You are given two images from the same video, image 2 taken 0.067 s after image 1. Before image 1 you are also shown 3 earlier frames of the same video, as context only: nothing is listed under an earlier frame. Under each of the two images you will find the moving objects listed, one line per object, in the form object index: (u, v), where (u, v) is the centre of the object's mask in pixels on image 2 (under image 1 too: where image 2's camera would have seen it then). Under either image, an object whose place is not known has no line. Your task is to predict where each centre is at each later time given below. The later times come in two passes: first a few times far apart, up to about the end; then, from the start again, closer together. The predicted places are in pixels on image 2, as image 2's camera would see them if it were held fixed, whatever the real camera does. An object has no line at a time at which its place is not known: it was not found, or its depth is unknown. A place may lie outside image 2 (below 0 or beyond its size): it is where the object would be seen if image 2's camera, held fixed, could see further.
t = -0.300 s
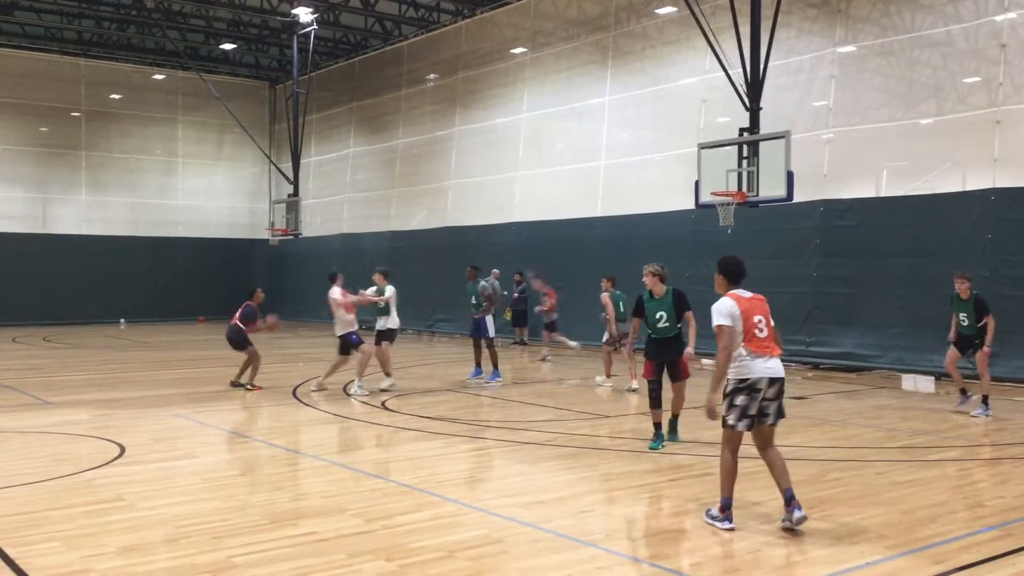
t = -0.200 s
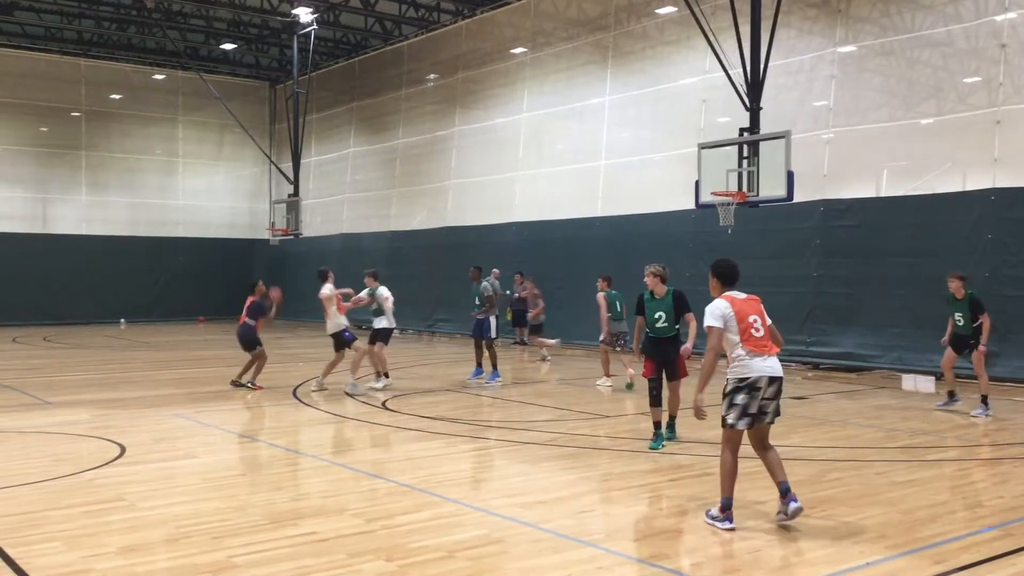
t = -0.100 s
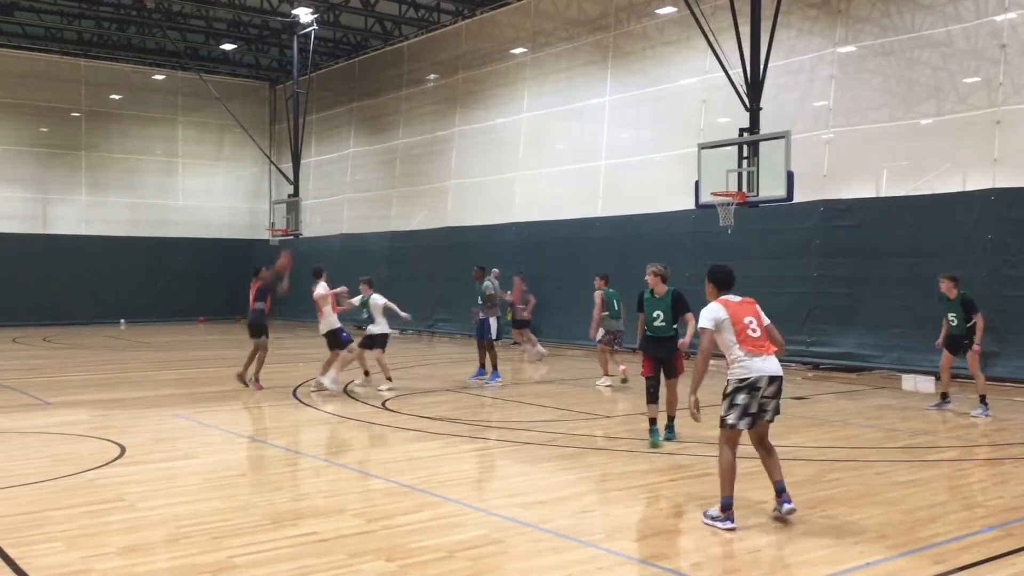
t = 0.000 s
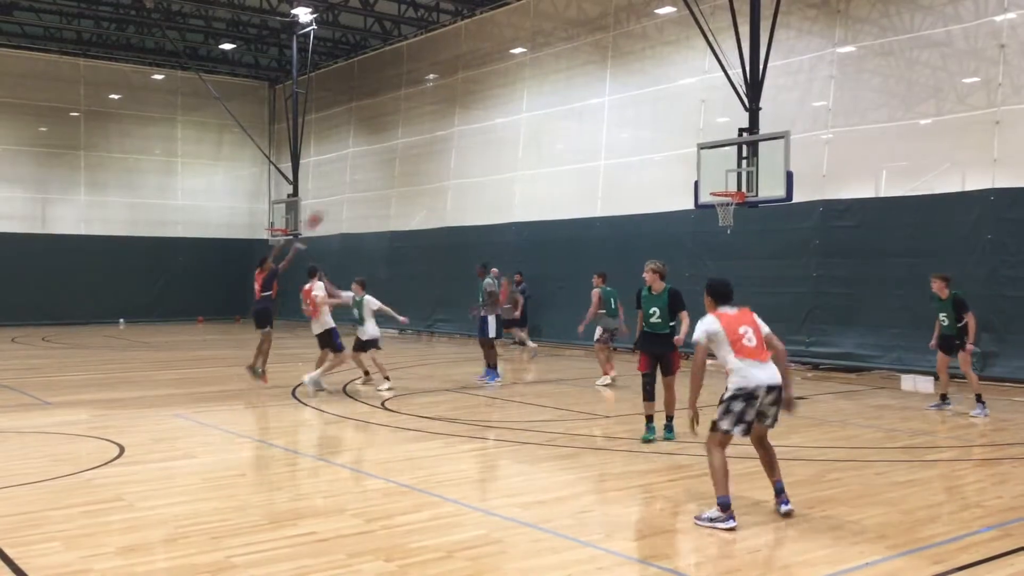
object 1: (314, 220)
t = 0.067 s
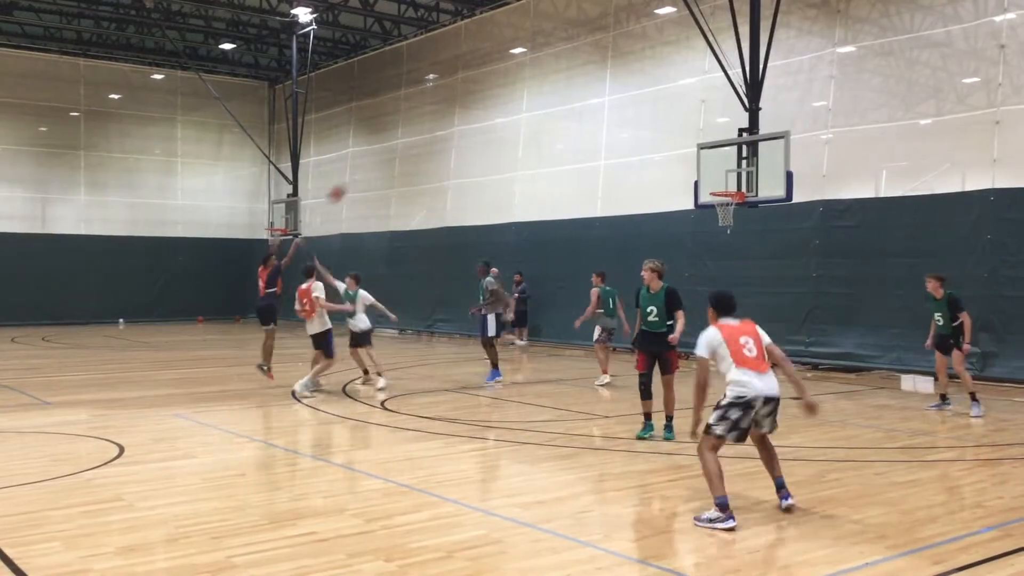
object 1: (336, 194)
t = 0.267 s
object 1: (403, 131)
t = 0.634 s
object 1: (522, 83)
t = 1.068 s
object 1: (653, 132)
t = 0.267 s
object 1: (403, 131)
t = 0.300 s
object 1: (415, 124)
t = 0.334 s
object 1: (426, 117)
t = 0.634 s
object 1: (522, 83)
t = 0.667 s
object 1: (532, 83)
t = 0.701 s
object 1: (542, 83)
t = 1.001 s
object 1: (634, 118)
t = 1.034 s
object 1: (644, 125)
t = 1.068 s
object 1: (653, 132)
